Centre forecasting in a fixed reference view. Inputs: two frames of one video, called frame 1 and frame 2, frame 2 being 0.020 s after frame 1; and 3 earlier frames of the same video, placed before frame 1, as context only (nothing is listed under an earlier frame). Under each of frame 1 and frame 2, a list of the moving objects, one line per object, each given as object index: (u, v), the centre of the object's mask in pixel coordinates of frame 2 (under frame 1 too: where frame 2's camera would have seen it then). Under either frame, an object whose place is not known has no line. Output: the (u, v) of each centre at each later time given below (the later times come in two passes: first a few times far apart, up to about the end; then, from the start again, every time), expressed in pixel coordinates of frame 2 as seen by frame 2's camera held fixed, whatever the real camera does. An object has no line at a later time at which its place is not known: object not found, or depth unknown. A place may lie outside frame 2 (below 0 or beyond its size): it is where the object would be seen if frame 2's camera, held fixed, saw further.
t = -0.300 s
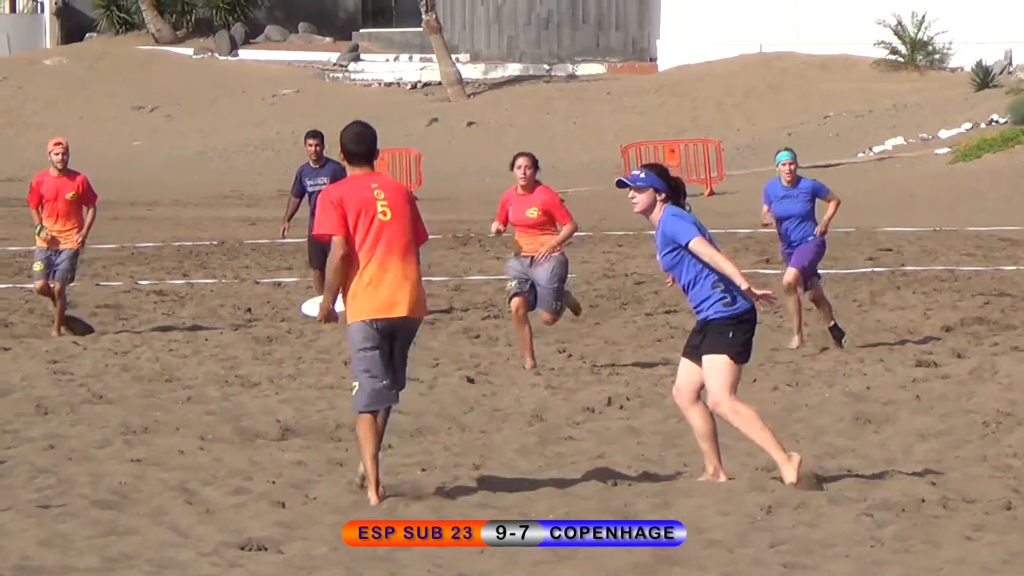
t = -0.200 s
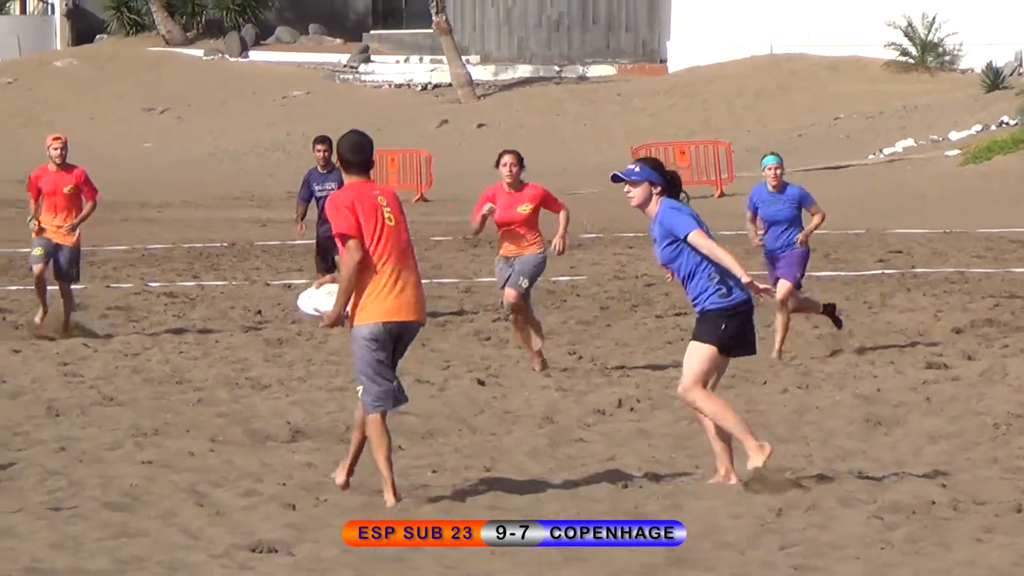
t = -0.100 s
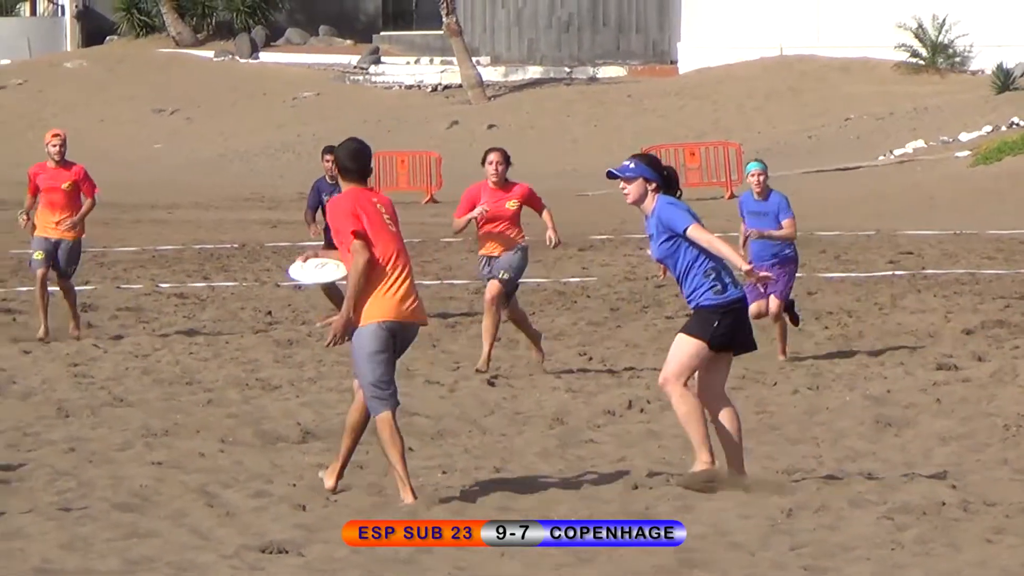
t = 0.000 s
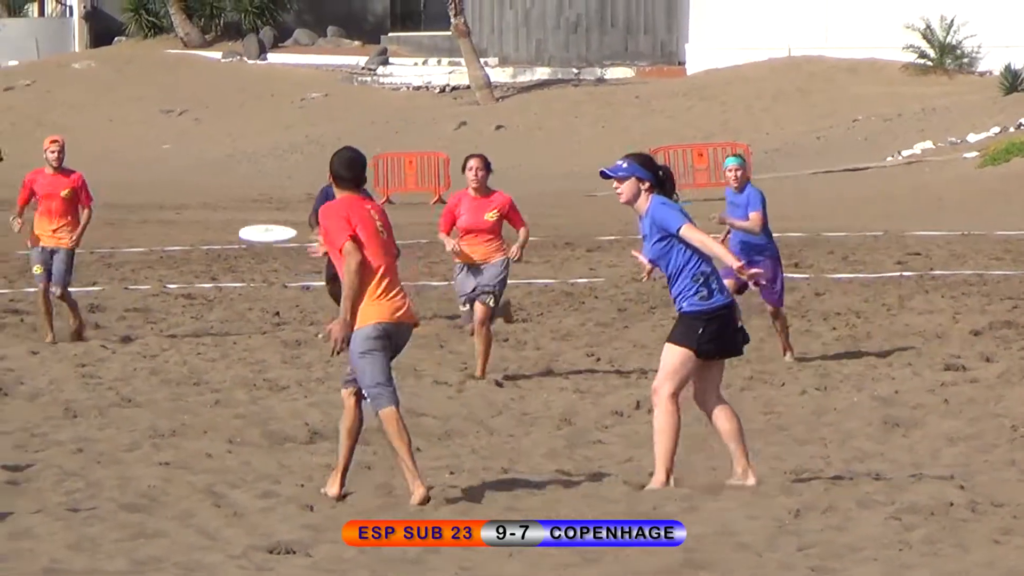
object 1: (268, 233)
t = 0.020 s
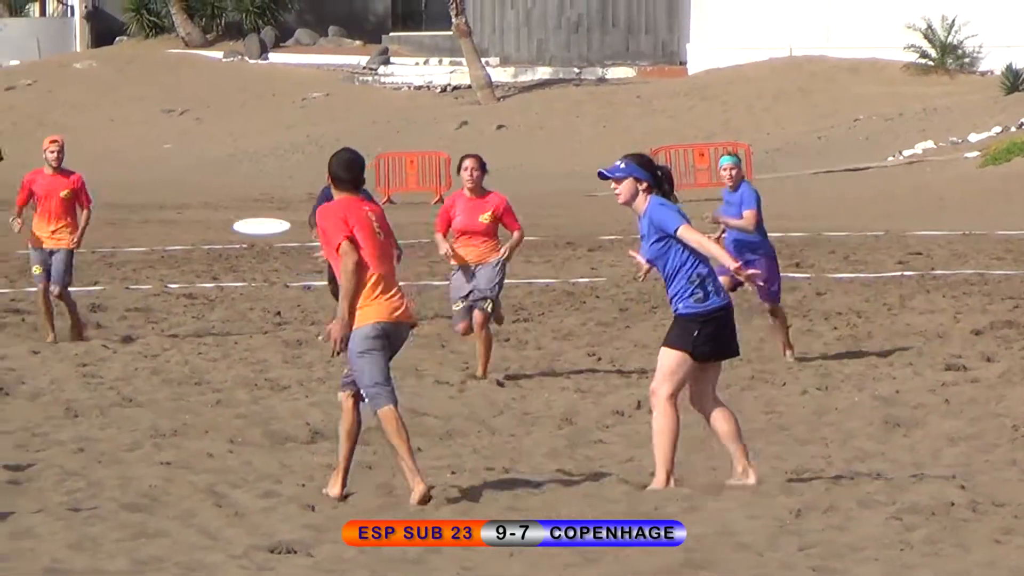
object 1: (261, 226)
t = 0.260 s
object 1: (193, 180)
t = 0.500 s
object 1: (140, 188)
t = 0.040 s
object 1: (255, 220)
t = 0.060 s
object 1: (249, 214)
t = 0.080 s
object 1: (242, 209)
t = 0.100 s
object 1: (237, 205)
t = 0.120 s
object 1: (231, 200)
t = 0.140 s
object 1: (225, 197)
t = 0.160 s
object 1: (219, 193)
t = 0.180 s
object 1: (213, 190)
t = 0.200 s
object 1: (208, 186)
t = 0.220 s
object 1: (203, 184)
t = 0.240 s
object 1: (198, 181)
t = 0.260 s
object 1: (193, 180)
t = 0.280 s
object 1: (188, 179)
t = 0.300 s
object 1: (183, 178)
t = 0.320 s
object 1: (178, 178)
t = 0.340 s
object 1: (173, 178)
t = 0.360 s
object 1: (169, 178)
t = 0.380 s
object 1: (164, 179)
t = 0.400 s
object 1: (160, 181)
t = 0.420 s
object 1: (156, 183)
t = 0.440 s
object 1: (152, 183)
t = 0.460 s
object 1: (148, 185)
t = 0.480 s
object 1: (143, 187)
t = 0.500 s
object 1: (140, 188)
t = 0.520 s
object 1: (135, 189)
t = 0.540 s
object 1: (132, 191)
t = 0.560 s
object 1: (128, 192)
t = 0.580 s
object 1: (125, 194)
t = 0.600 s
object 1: (121, 195)
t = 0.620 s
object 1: (118, 197)
